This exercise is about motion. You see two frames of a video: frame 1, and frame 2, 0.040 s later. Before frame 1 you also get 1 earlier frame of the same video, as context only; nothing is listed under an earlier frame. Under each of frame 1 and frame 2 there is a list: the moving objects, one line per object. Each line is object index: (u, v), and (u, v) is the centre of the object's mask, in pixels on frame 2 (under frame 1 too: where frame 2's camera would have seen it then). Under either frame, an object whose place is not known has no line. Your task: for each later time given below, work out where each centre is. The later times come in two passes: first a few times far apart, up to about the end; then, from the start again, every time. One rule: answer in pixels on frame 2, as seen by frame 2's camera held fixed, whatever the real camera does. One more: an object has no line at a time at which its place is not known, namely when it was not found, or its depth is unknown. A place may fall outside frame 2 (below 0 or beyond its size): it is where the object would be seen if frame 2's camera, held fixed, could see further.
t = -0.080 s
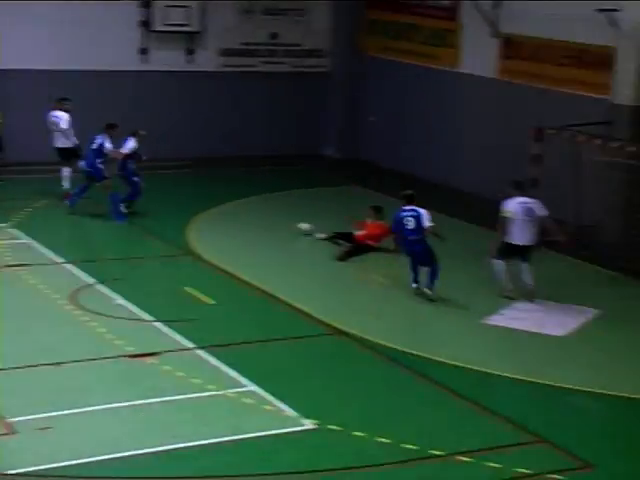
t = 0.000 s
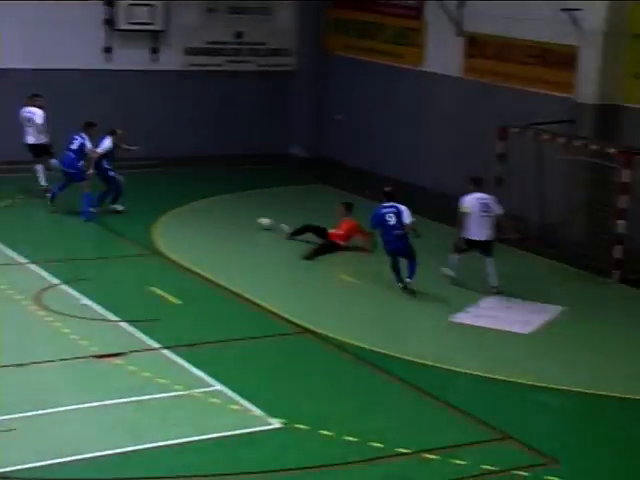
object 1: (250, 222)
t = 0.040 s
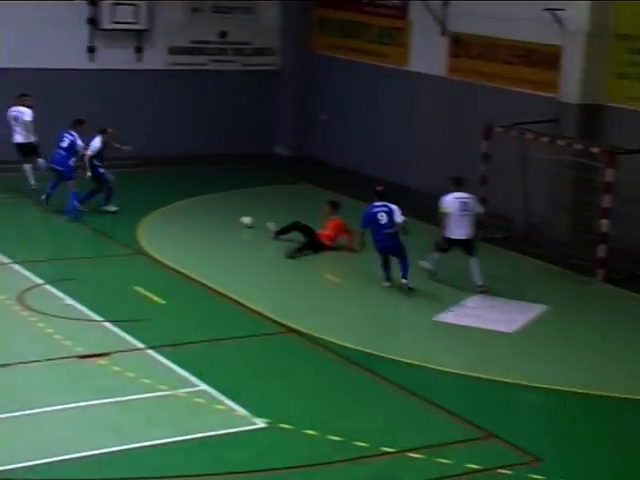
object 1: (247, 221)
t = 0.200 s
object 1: (236, 213)
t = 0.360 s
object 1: (226, 207)
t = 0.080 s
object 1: (243, 219)
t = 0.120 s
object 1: (241, 216)
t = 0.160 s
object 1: (238, 215)
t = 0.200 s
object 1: (236, 213)
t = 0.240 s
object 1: (233, 211)
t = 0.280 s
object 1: (230, 210)
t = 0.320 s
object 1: (228, 208)
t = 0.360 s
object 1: (226, 207)
